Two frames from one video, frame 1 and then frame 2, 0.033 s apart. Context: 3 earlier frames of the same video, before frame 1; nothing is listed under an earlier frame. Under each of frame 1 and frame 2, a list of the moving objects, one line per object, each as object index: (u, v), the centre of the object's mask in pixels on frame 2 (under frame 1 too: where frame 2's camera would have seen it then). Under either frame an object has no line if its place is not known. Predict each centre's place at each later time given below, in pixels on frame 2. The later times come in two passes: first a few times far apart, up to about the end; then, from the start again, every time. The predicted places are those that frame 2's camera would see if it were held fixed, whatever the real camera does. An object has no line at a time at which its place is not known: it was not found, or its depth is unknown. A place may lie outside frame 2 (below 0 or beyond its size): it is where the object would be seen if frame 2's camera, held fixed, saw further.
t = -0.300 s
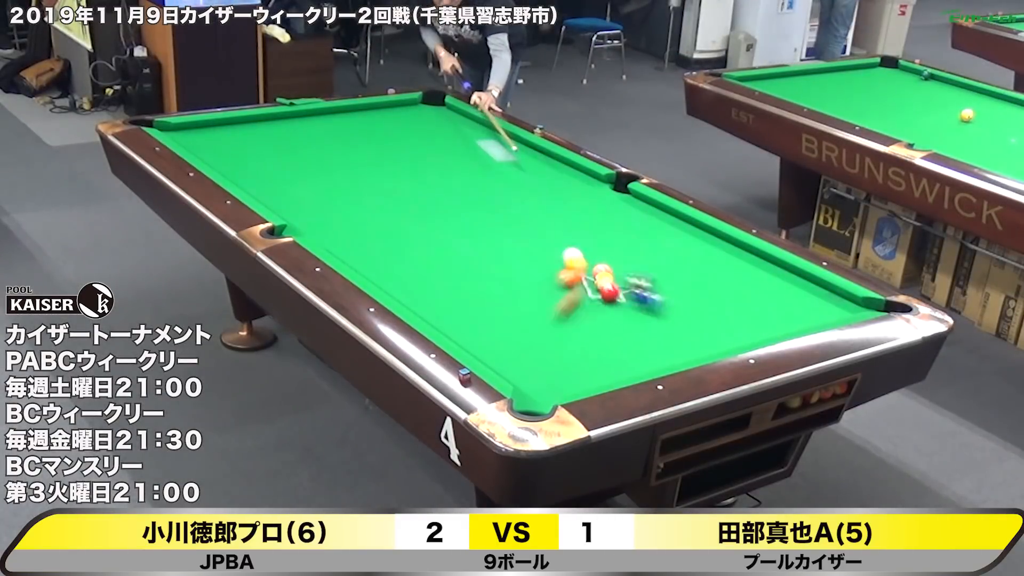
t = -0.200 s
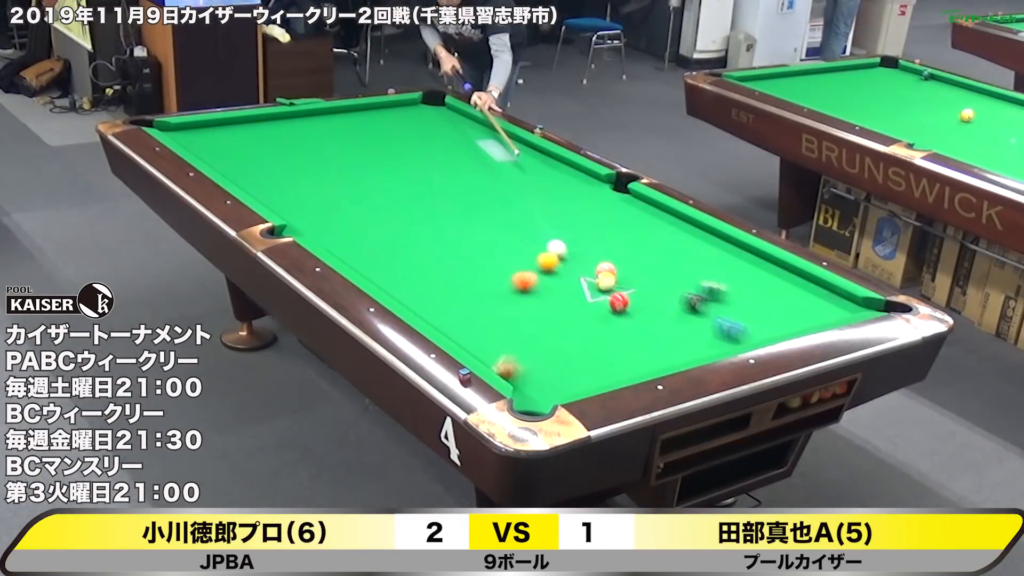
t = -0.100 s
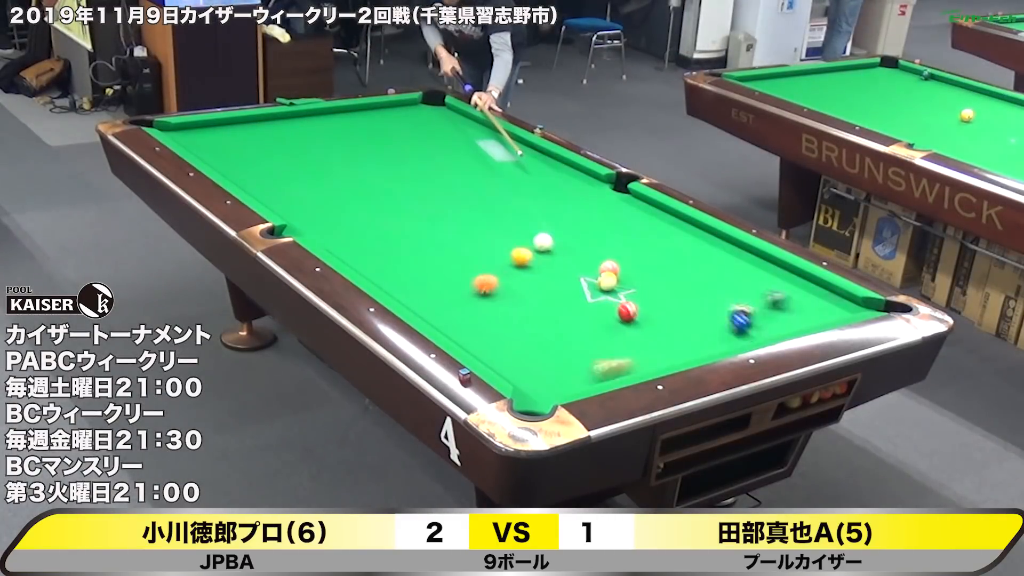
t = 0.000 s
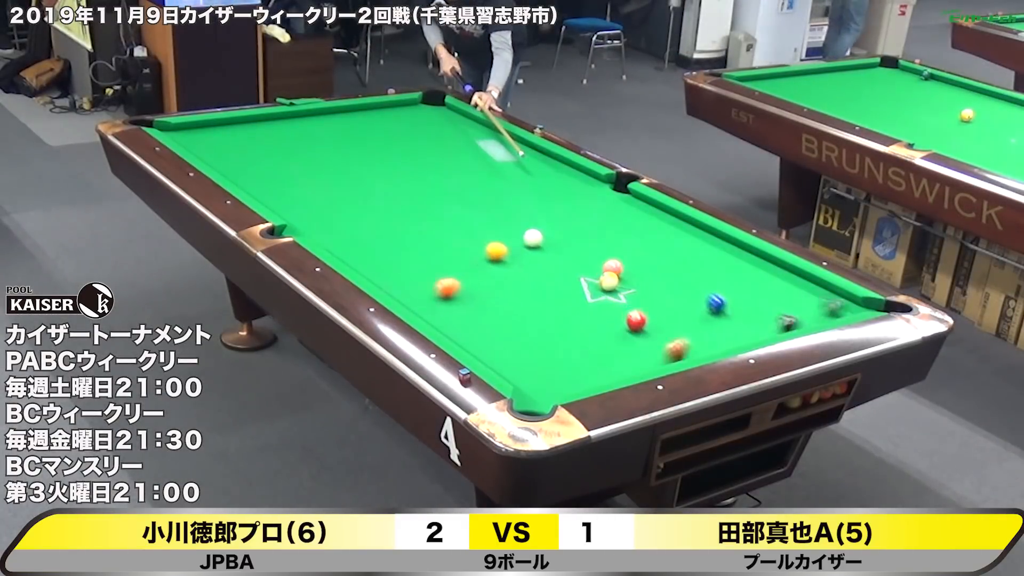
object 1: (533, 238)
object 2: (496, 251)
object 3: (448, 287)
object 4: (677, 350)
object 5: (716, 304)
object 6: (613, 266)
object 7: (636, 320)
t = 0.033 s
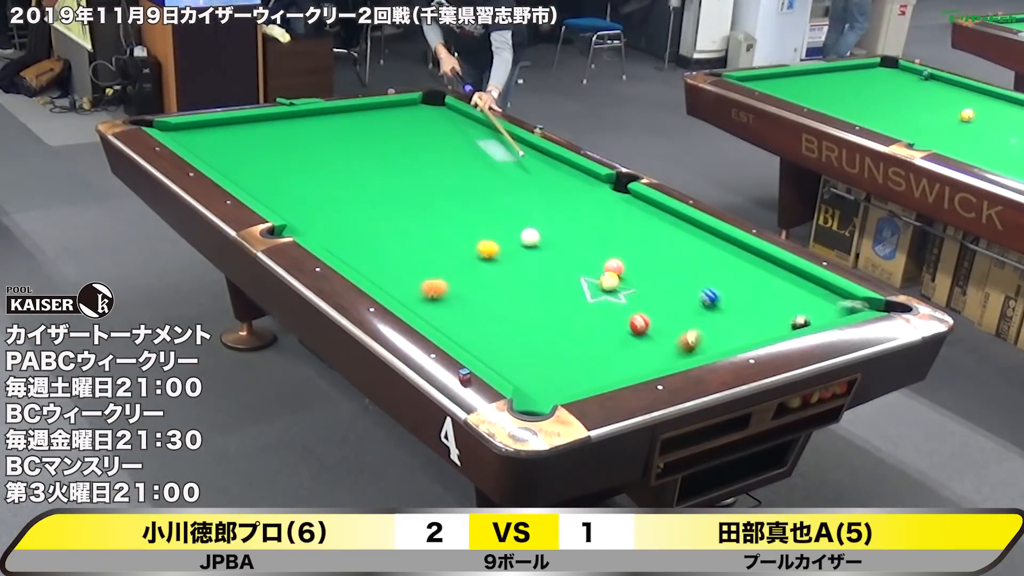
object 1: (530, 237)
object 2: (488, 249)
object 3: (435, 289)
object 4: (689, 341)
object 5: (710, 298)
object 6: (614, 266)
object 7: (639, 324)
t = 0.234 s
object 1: (513, 233)
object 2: (439, 239)
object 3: (407, 285)
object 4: (748, 303)
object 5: (675, 266)
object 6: (620, 265)
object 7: (658, 344)
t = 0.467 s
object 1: (496, 228)
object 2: (384, 228)
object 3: (441, 267)
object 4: (775, 267)
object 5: (638, 233)
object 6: (627, 263)
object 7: (666, 356)
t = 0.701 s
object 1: (480, 224)
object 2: (333, 217)
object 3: (471, 251)
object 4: (674, 253)
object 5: (607, 205)
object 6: (633, 261)
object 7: (640, 348)
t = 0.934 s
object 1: (465, 220)
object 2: (284, 207)
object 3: (499, 237)
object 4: (582, 237)
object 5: (580, 180)
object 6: (638, 259)
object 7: (617, 339)
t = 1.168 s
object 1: (451, 216)
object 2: (266, 196)
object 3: (483, 223)
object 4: (536, 223)
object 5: (555, 158)
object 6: (643, 258)
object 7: (600, 328)
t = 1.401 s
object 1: (424, 209)
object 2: (267, 185)
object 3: (451, 215)
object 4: (531, 209)
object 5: (515, 144)
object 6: (648, 258)
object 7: (580, 321)
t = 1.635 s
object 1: (390, 201)
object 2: (268, 175)
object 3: (433, 209)
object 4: (525, 197)
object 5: (478, 131)
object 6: (651, 258)
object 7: (562, 315)
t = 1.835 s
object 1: (363, 194)
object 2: (269, 167)
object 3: (420, 204)
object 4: (522, 187)
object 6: (656, 257)
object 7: (548, 310)
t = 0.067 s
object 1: (527, 236)
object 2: (479, 248)
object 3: (421, 290)
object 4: (700, 334)
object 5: (703, 292)
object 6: (616, 266)
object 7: (642, 327)
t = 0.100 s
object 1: (525, 236)
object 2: (471, 246)
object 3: (409, 291)
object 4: (710, 326)
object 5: (697, 287)
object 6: (616, 266)
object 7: (645, 330)
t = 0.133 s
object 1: (522, 235)
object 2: (463, 244)
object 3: (397, 290)
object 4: (721, 320)
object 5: (692, 282)
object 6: (618, 266)
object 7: (648, 333)
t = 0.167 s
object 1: (519, 234)
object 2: (455, 243)
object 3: (396, 289)
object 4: (730, 314)
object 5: (685, 276)
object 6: (619, 266)
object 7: (651, 337)
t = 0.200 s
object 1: (516, 234)
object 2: (447, 241)
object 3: (401, 288)
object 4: (739, 308)
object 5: (680, 271)
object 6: (619, 265)
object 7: (654, 340)
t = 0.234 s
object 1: (513, 233)
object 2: (439, 239)
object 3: (407, 285)
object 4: (748, 303)
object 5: (675, 266)
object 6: (620, 265)
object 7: (658, 344)
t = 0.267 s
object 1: (511, 232)
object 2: (430, 238)
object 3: (412, 282)
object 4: (757, 297)
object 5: (669, 261)
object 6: (621, 265)
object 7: (661, 347)
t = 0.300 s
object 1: (509, 232)
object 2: (423, 236)
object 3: (417, 280)
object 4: (765, 291)
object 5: (664, 256)
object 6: (622, 265)
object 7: (664, 350)
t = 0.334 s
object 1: (506, 231)
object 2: (415, 234)
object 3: (421, 277)
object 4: (773, 285)
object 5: (658, 251)
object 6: (623, 265)
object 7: (667, 353)
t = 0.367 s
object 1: (503, 230)
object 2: (407, 233)
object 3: (427, 274)
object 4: (779, 279)
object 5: (654, 247)
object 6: (624, 264)
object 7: (670, 355)
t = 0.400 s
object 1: (501, 229)
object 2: (400, 231)
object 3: (431, 272)
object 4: (787, 273)
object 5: (648, 243)
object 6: (625, 264)
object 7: (672, 356)
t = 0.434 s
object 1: (498, 229)
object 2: (392, 229)
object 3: (436, 270)
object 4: (789, 269)
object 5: (643, 238)
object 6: (626, 264)
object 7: (670, 356)
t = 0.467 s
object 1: (496, 228)
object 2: (384, 228)
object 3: (441, 267)
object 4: (775, 267)
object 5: (638, 233)
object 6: (627, 263)
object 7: (666, 356)
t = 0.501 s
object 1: (494, 227)
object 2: (377, 226)
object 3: (445, 265)
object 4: (759, 266)
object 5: (634, 229)
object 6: (627, 263)
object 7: (662, 355)
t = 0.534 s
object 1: (491, 227)
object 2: (370, 225)
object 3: (449, 263)
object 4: (742, 264)
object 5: (629, 225)
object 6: (629, 263)
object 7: (658, 354)
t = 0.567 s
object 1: (489, 226)
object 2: (362, 223)
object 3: (454, 260)
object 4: (727, 262)
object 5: (624, 221)
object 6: (629, 262)
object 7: (655, 353)
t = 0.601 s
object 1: (487, 226)
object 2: (355, 222)
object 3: (458, 258)
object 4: (713, 260)
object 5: (620, 217)
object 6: (630, 262)
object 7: (651, 352)
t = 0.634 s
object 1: (484, 225)
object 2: (347, 220)
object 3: (463, 255)
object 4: (700, 257)
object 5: (616, 213)
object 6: (631, 262)
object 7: (648, 350)
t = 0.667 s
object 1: (482, 225)
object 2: (340, 219)
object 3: (467, 253)
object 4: (687, 255)
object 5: (611, 209)
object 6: (632, 261)
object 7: (644, 349)
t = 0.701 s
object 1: (480, 224)
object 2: (333, 217)
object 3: (471, 251)
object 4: (674, 253)
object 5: (607, 205)
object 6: (633, 261)
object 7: (640, 348)
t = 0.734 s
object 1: (478, 223)
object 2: (325, 216)
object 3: (475, 249)
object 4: (659, 250)
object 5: (603, 201)
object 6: (633, 261)
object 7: (637, 347)
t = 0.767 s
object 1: (475, 223)
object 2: (318, 214)
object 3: (479, 247)
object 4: (646, 248)
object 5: (599, 197)
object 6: (634, 261)
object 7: (634, 345)
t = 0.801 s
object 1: (473, 222)
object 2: (311, 213)
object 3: (483, 245)
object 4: (634, 244)
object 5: (595, 194)
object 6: (635, 261)
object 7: (630, 344)
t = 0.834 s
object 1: (471, 222)
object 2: (304, 211)
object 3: (488, 243)
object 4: (620, 243)
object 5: (591, 190)
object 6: (636, 260)
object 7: (627, 343)
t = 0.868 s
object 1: (469, 221)
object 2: (297, 210)
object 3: (491, 241)
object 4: (607, 242)
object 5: (587, 187)
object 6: (637, 260)
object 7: (624, 341)
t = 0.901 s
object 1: (467, 220)
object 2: (290, 208)
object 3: (495, 239)
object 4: (595, 240)
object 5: (584, 183)
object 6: (637, 260)
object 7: (620, 340)
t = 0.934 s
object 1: (465, 220)
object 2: (284, 207)
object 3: (499, 237)
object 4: (582, 237)
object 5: (580, 180)
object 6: (638, 259)
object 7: (617, 339)
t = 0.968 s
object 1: (463, 219)
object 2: (277, 205)
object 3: (503, 235)
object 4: (569, 235)
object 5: (576, 176)
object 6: (639, 259)
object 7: (614, 337)
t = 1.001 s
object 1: (461, 219)
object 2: (271, 203)
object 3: (506, 233)
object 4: (557, 233)
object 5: (573, 174)
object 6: (640, 259)
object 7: (611, 336)
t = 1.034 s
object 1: (459, 218)
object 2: (267, 201)
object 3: (511, 231)
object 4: (544, 231)
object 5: (569, 170)
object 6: (640, 259)
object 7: (612, 332)
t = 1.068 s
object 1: (457, 218)
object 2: (267, 200)
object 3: (512, 229)
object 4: (533, 229)
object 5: (566, 167)
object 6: (641, 258)
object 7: (605, 334)
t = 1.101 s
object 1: (455, 217)
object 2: (267, 198)
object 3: (503, 227)
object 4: (533, 227)
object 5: (562, 164)
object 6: (641, 258)
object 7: (602, 333)
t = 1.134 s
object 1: (453, 217)
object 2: (266, 197)
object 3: (493, 225)
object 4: (535, 225)
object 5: (559, 161)
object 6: (642, 258)
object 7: (603, 329)
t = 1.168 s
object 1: (451, 216)
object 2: (266, 196)
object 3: (483, 223)
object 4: (536, 223)
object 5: (555, 158)
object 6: (643, 258)
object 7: (600, 328)
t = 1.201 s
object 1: (450, 216)
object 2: (266, 194)
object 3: (475, 221)
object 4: (536, 221)
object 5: (549, 155)
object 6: (644, 258)
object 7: (597, 328)
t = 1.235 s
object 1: (447, 215)
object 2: (266, 193)
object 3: (467, 220)
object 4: (536, 219)
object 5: (544, 153)
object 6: (644, 258)
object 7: (594, 328)
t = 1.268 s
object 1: (444, 214)
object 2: (266, 191)
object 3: (461, 218)
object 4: (535, 217)
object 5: (538, 152)
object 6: (645, 258)
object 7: (591, 326)
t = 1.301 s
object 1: (439, 213)
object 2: (267, 190)
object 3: (459, 217)
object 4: (534, 215)
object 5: (532, 150)
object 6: (645, 258)
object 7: (589, 325)
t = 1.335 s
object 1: (433, 212)
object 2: (267, 188)
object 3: (456, 216)
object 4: (533, 213)
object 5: (526, 148)
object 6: (646, 258)
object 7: (586, 323)
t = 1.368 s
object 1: (428, 210)
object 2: (267, 187)
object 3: (453, 216)
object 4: (532, 211)
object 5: (520, 146)
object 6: (647, 258)
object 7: (583, 322)
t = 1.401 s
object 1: (424, 209)
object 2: (267, 185)
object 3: (451, 215)
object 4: (531, 209)
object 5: (515, 144)
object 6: (648, 258)
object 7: (580, 321)
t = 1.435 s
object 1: (419, 208)
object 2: (267, 183)
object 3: (448, 214)
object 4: (530, 208)
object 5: (509, 142)
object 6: (648, 258)
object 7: (577, 320)
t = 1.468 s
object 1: (414, 207)
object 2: (267, 182)
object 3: (445, 213)
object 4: (529, 206)
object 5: (504, 140)
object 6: (649, 258)
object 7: (575, 319)
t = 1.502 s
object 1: (409, 206)
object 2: (267, 180)
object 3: (443, 213)
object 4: (528, 204)
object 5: (498, 139)
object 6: (649, 258)
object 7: (572, 317)
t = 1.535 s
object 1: (404, 205)
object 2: (268, 179)
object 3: (441, 211)
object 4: (528, 202)
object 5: (494, 136)
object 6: (650, 258)
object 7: (570, 317)
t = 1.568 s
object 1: (400, 203)
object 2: (268, 178)
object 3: (438, 211)
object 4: (527, 201)
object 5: (488, 135)
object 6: (650, 258)
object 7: (568, 317)
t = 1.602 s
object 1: (395, 202)
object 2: (268, 176)
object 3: (435, 210)
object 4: (526, 199)
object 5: (483, 133)
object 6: (651, 258)
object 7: (565, 316)
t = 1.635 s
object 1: (390, 201)
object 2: (268, 175)
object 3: (433, 209)
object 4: (525, 197)
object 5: (478, 131)
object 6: (651, 258)
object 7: (562, 315)
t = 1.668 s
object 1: (385, 200)
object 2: (268, 173)
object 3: (431, 208)
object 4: (525, 195)
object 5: (473, 129)
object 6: (652, 257)
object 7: (560, 314)
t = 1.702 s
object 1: (381, 199)
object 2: (268, 172)
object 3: (428, 207)
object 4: (524, 194)
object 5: (468, 128)
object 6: (652, 257)
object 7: (558, 314)
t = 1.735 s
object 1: (376, 198)
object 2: (268, 171)
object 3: (426, 207)
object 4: (523, 192)
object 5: (463, 126)
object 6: (653, 257)
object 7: (555, 313)
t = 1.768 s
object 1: (372, 197)
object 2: (268, 170)
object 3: (423, 206)
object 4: (522, 191)
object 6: (655, 257)
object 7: (553, 312)
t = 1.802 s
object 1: (367, 195)
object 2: (269, 168)
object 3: (421, 205)
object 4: (522, 189)
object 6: (655, 257)
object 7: (550, 311)
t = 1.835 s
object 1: (363, 194)
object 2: (269, 167)
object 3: (420, 204)
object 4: (522, 187)
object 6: (656, 257)
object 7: (548, 310)
